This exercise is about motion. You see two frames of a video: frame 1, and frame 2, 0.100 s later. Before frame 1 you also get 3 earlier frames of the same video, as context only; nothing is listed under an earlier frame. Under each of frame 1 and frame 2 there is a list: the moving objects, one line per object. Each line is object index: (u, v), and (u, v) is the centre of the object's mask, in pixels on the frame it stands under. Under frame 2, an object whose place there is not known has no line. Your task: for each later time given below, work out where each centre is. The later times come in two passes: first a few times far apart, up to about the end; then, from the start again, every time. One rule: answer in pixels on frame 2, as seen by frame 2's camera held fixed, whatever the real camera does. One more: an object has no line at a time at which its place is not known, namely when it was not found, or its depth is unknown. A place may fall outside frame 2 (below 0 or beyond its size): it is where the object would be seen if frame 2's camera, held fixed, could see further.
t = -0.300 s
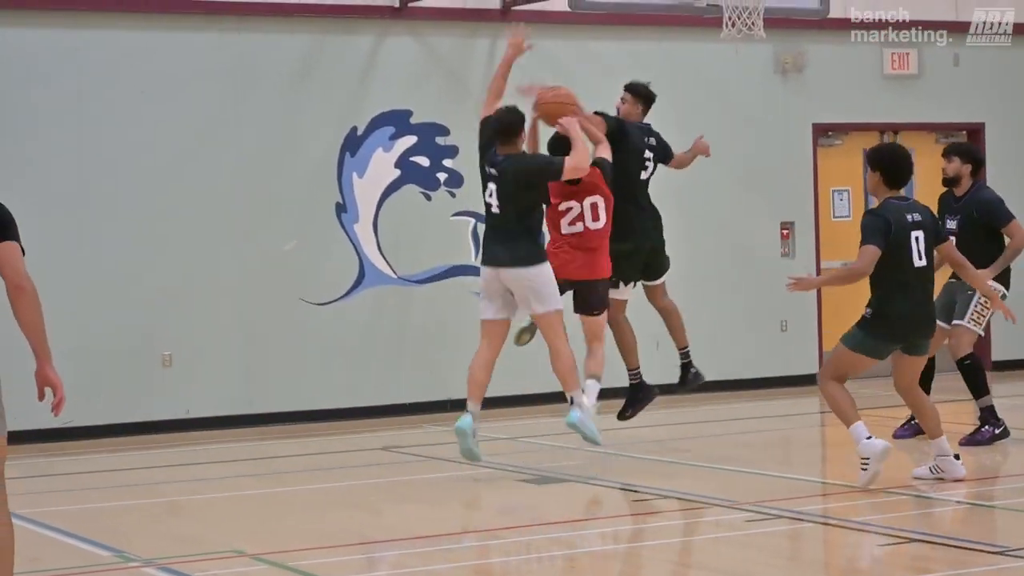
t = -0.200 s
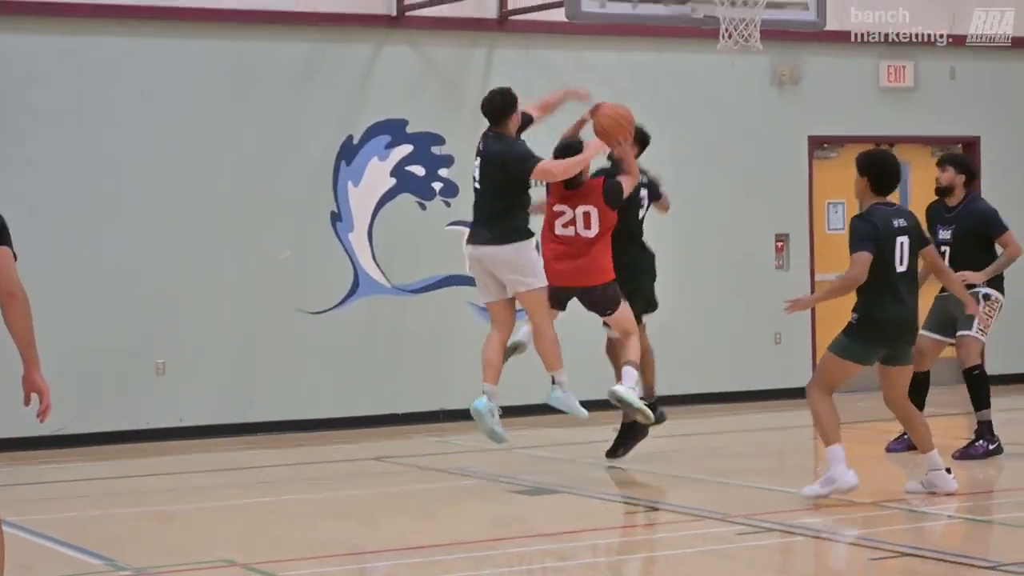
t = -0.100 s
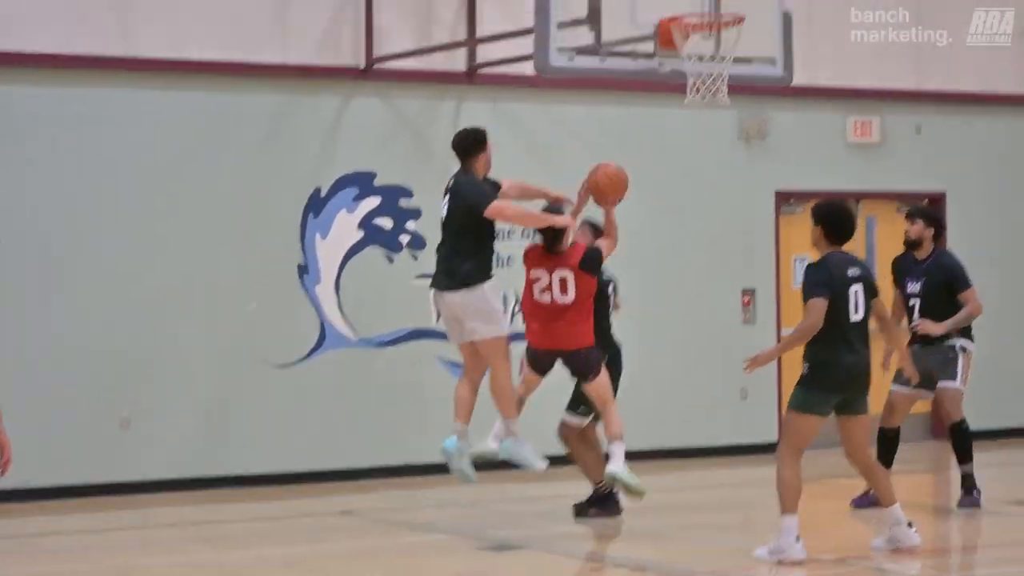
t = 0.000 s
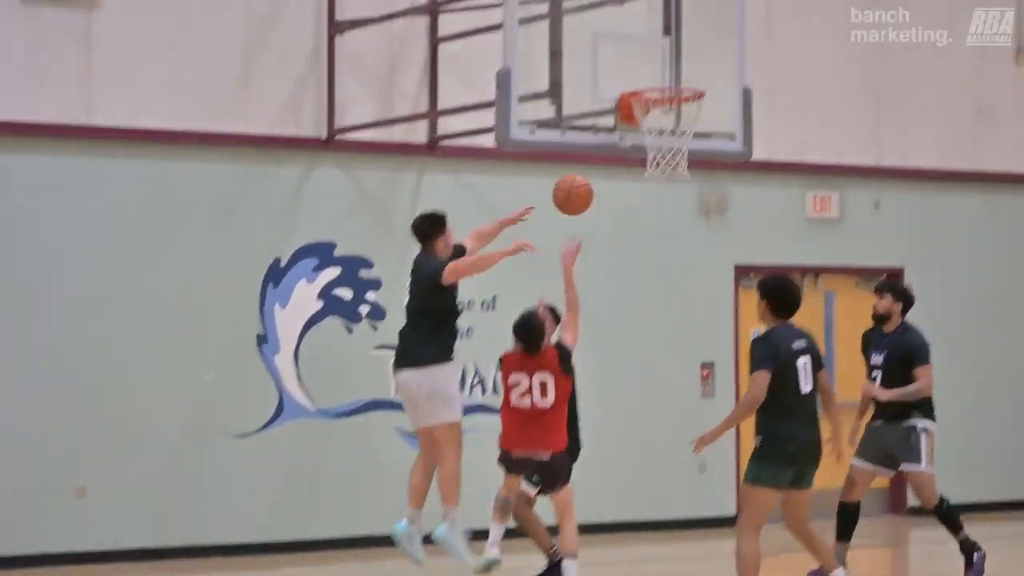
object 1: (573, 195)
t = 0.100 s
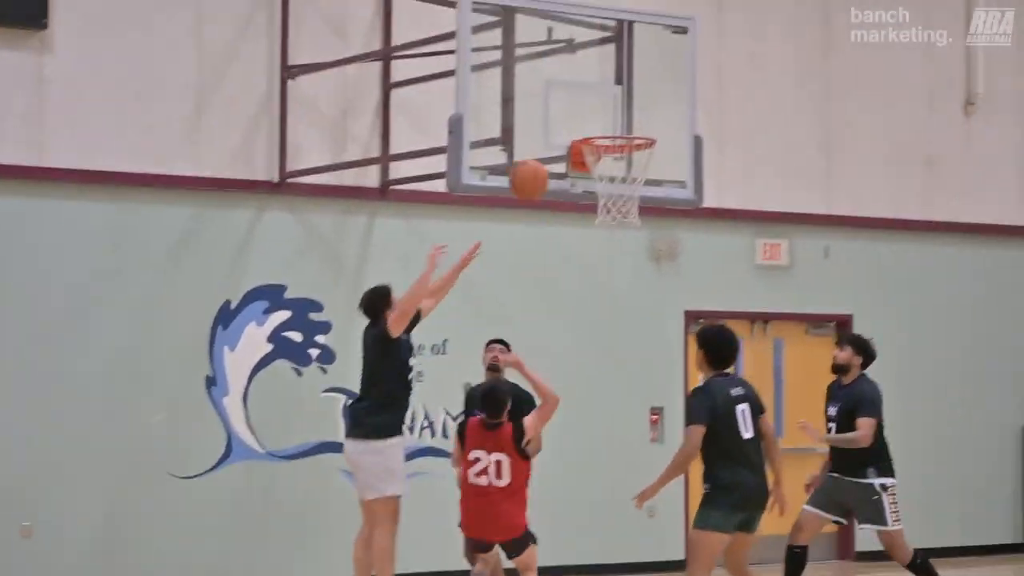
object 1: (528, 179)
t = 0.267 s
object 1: (536, 118)
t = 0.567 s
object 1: (552, 120)
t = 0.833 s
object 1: (507, 171)
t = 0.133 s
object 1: (530, 163)
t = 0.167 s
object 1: (531, 149)
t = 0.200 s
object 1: (533, 137)
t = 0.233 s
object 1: (534, 126)
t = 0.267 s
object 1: (536, 118)
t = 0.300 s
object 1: (537, 111)
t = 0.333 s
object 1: (538, 106)
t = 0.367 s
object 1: (540, 103)
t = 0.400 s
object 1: (541, 101)
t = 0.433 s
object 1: (542, 102)
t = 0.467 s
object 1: (543, 104)
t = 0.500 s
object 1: (544, 108)
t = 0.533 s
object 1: (546, 113)
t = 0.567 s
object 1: (552, 120)
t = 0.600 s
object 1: (559, 128)
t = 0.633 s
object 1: (562, 135)
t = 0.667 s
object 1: (552, 137)
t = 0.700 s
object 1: (543, 140)
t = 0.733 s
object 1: (534, 145)
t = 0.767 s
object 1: (525, 153)
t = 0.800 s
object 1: (516, 161)
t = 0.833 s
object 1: (507, 171)
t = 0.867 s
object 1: (498, 184)
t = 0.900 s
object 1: (489, 199)
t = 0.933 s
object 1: (481, 214)
